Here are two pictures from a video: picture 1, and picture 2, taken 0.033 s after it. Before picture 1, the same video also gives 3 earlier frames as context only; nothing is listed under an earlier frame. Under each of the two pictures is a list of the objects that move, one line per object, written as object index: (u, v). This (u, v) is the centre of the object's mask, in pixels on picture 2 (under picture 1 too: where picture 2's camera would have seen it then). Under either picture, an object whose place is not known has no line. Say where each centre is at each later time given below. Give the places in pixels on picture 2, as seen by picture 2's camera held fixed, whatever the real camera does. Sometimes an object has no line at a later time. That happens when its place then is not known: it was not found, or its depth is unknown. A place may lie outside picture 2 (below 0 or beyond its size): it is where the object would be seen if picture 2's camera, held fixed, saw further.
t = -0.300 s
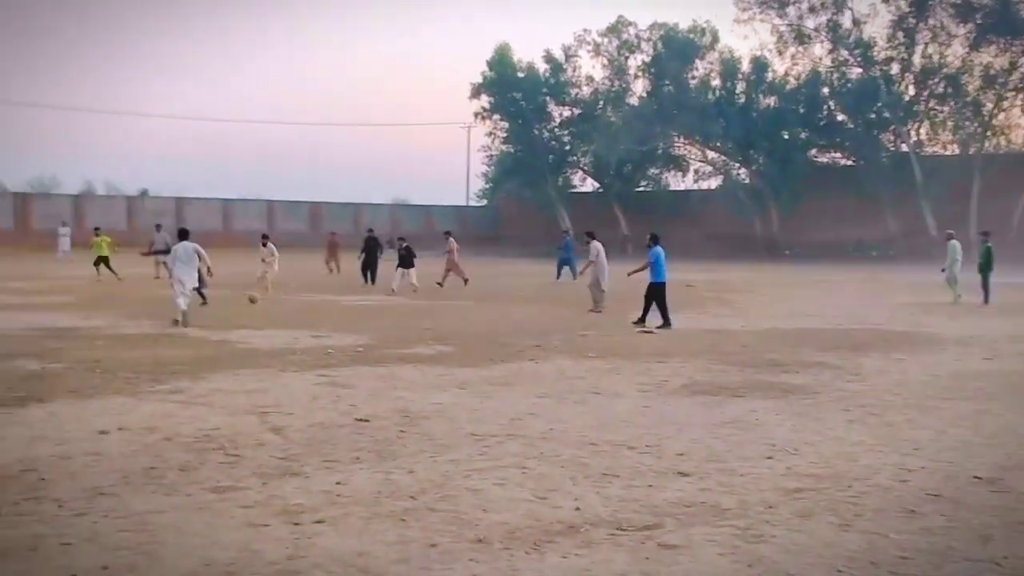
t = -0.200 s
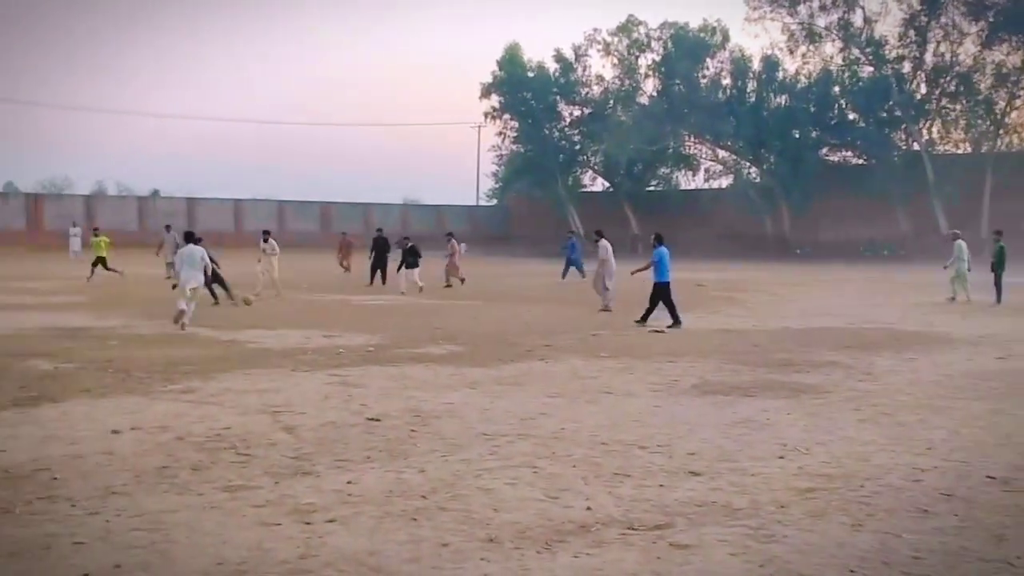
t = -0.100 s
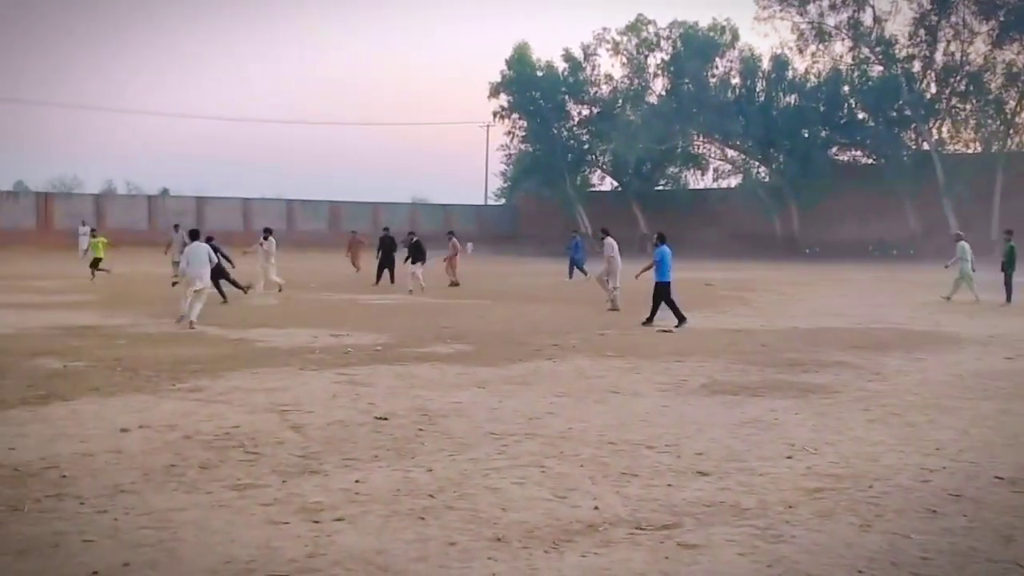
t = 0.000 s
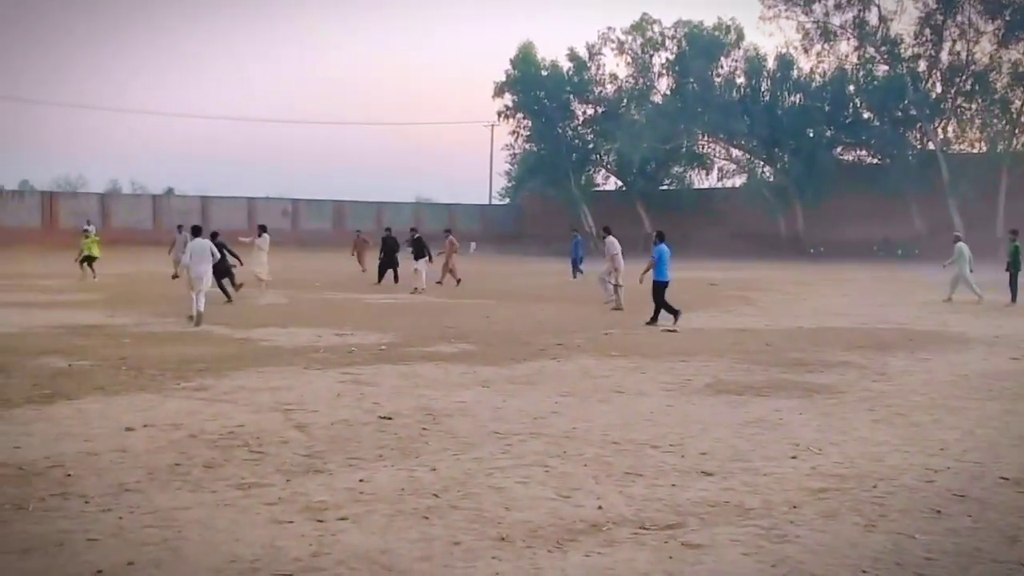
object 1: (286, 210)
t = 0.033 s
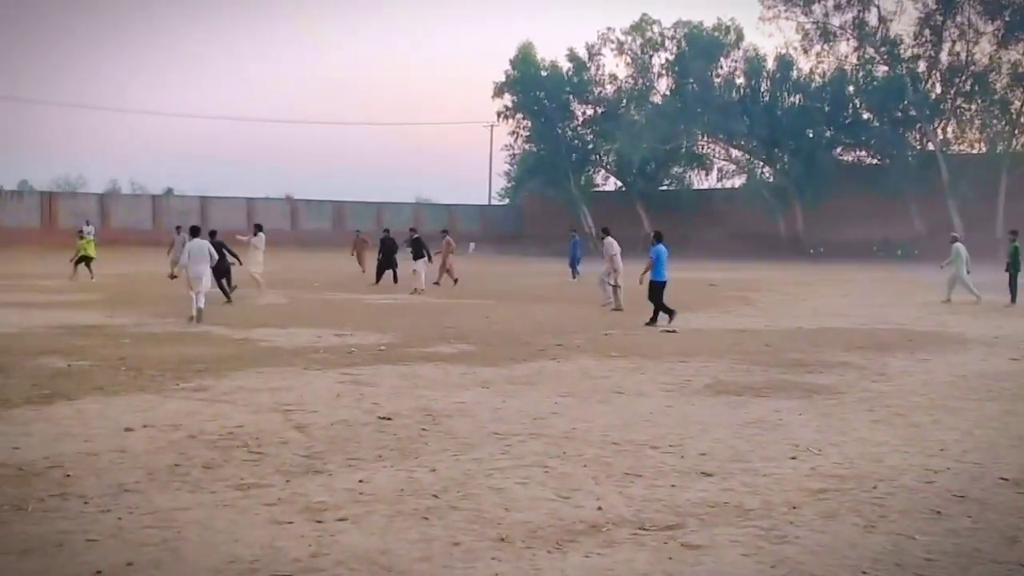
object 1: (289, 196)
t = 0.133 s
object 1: (299, 164)
